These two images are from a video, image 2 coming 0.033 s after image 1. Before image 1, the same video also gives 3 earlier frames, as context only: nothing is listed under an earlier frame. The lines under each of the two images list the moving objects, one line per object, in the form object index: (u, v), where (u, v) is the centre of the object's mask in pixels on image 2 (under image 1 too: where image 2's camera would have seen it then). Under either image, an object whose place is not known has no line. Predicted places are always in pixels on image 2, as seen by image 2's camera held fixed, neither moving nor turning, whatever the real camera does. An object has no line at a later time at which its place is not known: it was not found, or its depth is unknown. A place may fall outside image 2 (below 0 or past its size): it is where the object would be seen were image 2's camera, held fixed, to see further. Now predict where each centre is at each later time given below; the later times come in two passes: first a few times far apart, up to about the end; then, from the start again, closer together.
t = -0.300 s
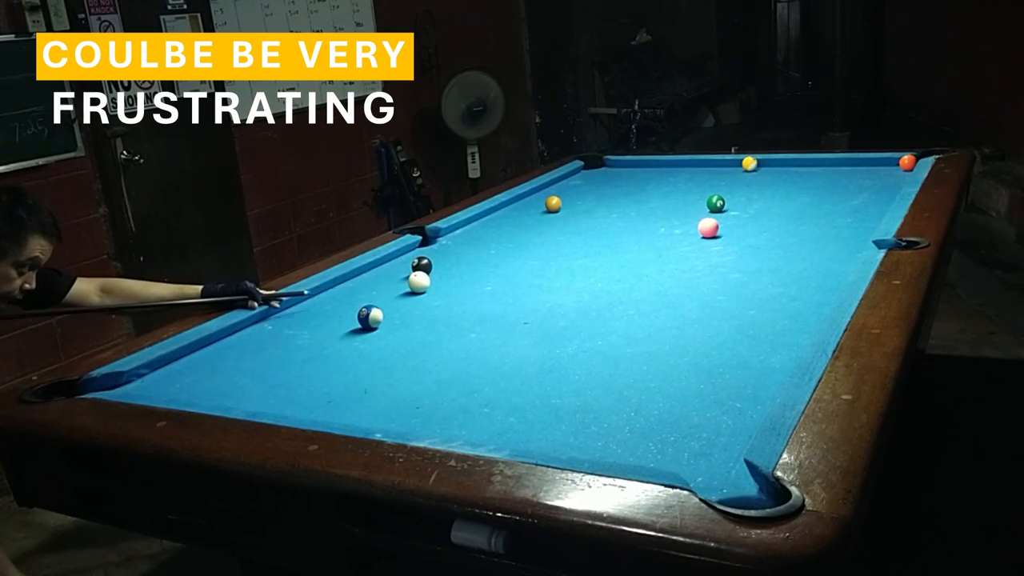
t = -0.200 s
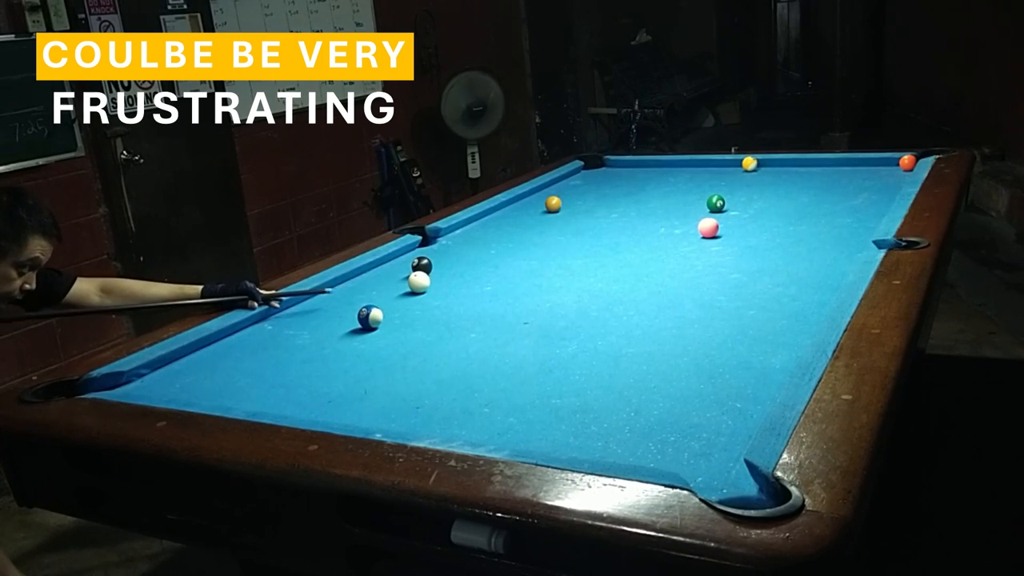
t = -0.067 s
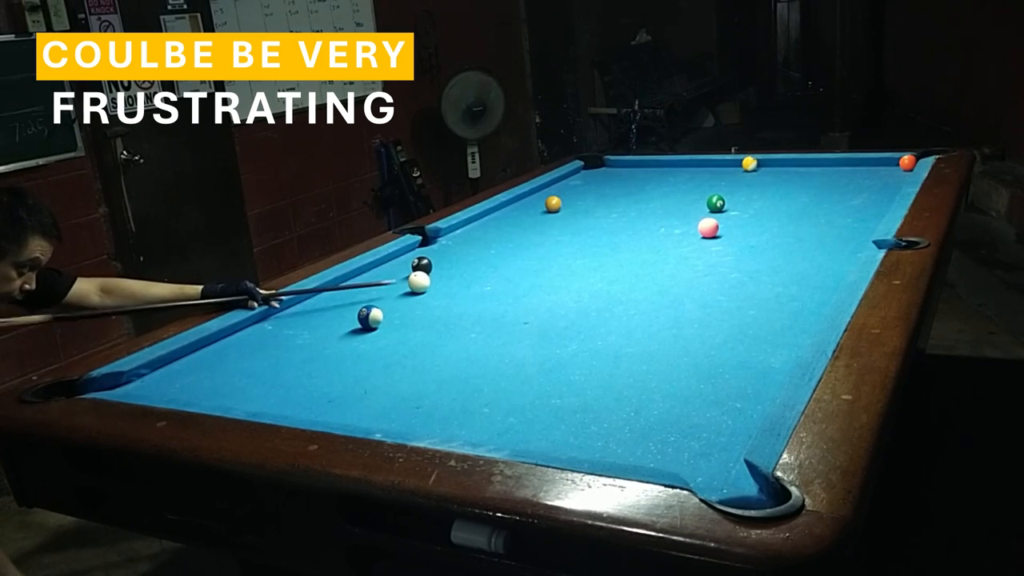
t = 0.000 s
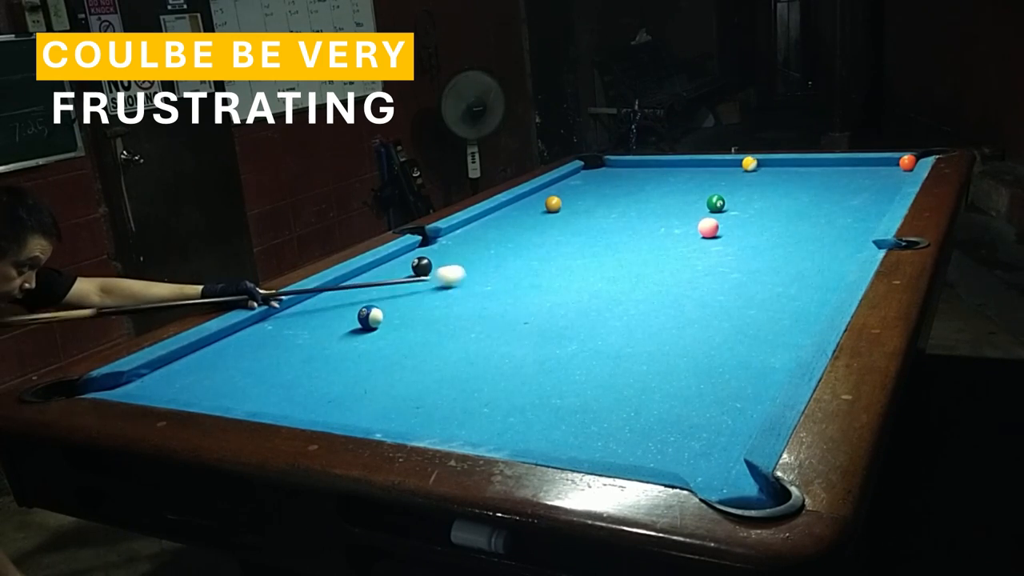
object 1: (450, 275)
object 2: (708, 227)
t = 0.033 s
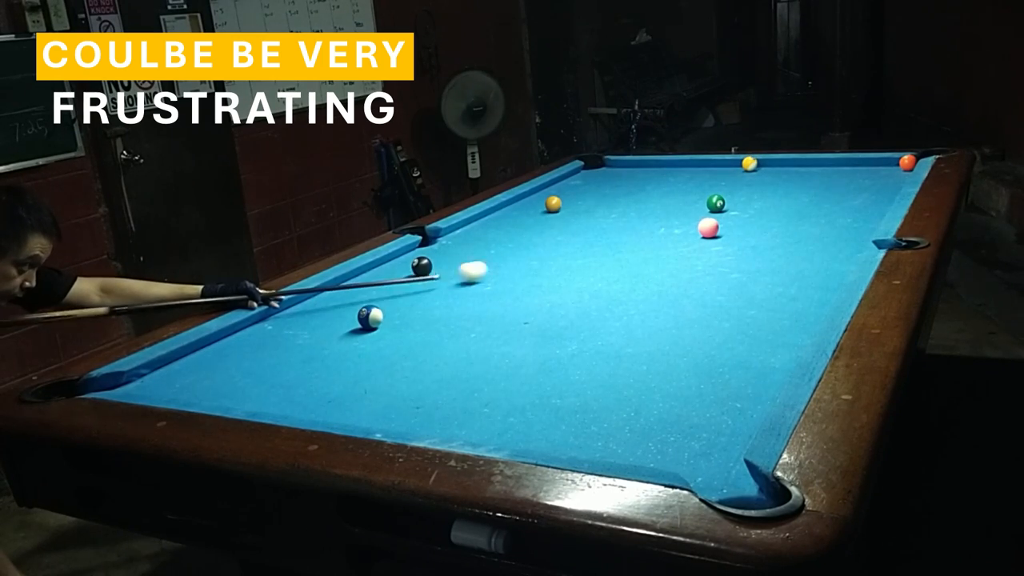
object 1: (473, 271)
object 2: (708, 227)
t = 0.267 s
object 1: (612, 246)
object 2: (708, 227)
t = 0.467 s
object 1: (702, 232)
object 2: (726, 222)
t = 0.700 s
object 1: (753, 231)
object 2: (785, 205)
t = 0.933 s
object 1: (808, 229)
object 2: (835, 190)
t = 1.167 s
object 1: (861, 227)
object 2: (880, 177)
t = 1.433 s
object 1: (842, 224)
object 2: (900, 166)
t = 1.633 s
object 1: (820, 223)
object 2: (881, 163)
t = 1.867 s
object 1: (796, 221)
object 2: (859, 161)
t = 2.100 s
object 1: (776, 219)
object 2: (836, 163)
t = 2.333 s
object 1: (758, 217)
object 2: (814, 165)
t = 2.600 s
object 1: (740, 216)
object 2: (791, 167)
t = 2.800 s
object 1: (729, 215)
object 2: (776, 168)
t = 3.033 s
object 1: (717, 214)
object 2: (760, 170)
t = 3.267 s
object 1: (707, 214)
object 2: (744, 171)
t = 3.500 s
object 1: (698, 213)
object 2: (731, 172)
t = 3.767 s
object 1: (691, 213)
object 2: (718, 173)
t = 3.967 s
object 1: (687, 212)
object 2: (711, 174)
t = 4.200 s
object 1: (683, 212)
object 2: (703, 175)
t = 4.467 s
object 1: (681, 212)
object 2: (695, 176)
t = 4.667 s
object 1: (680, 212)
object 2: (691, 176)
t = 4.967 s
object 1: (680, 212)
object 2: (687, 177)
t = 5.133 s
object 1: (680, 212)
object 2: (686, 177)
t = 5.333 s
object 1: (680, 212)
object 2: (686, 177)
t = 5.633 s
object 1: (680, 212)
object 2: (687, 177)
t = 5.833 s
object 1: (680, 212)
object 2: (687, 177)
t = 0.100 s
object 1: (514, 263)
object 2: (708, 227)
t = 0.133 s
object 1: (535, 259)
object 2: (708, 227)
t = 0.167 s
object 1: (554, 256)
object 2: (708, 227)
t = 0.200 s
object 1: (574, 252)
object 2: (708, 227)
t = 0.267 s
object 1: (612, 246)
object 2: (708, 227)
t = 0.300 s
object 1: (631, 242)
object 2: (708, 227)
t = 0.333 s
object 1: (649, 239)
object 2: (708, 227)
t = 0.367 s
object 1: (668, 235)
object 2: (708, 227)
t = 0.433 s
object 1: (696, 232)
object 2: (715, 225)
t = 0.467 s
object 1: (702, 232)
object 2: (726, 222)
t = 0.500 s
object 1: (708, 232)
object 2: (736, 219)
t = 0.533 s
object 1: (715, 232)
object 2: (746, 216)
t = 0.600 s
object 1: (730, 232)
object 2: (762, 211)
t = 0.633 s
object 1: (738, 231)
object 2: (770, 209)
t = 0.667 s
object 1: (745, 231)
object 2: (777, 207)
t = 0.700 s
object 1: (753, 231)
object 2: (785, 205)
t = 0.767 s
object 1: (769, 230)
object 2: (800, 200)
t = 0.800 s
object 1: (777, 230)
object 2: (807, 198)
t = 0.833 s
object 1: (785, 230)
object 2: (814, 196)
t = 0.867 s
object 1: (792, 229)
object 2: (821, 194)
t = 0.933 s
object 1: (808, 229)
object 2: (835, 190)
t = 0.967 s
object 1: (815, 228)
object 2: (842, 188)
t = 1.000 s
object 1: (823, 228)
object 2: (848, 187)
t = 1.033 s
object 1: (831, 228)
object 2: (855, 185)
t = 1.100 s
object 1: (846, 227)
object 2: (867, 181)
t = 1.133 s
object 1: (854, 227)
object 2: (874, 179)
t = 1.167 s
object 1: (861, 227)
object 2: (880, 177)
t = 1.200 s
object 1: (867, 226)
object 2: (886, 175)
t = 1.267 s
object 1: (861, 226)
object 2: (897, 172)
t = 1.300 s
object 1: (857, 225)
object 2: (902, 171)
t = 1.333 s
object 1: (853, 225)
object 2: (904, 169)
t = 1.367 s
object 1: (850, 225)
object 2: (902, 168)
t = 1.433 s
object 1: (842, 224)
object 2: (900, 166)
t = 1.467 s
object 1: (838, 224)
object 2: (897, 165)
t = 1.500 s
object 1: (834, 224)
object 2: (893, 164)
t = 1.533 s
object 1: (830, 223)
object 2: (890, 164)
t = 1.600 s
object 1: (823, 223)
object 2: (884, 163)
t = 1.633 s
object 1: (820, 223)
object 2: (881, 163)
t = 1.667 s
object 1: (816, 222)
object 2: (877, 162)
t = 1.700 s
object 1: (813, 222)
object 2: (874, 162)
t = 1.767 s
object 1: (806, 222)
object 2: (868, 161)
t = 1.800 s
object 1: (803, 221)
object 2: (866, 161)
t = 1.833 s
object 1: (800, 221)
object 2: (862, 161)
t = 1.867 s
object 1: (796, 221)
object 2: (859, 161)
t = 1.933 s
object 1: (791, 220)
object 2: (852, 161)
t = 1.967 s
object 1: (787, 220)
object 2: (849, 162)
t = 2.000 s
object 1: (785, 220)
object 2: (845, 162)
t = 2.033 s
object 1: (782, 219)
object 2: (842, 162)
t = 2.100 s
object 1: (776, 219)
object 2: (836, 163)
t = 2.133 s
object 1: (774, 219)
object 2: (833, 163)
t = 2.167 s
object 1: (771, 219)
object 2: (829, 163)
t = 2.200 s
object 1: (768, 218)
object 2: (826, 163)
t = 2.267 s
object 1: (763, 218)
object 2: (820, 164)
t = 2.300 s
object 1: (760, 218)
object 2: (817, 165)
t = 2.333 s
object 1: (758, 217)
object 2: (814, 165)
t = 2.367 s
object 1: (756, 217)
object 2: (811, 165)
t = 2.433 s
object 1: (751, 217)
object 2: (805, 165)
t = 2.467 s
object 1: (749, 217)
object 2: (802, 166)
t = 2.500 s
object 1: (747, 217)
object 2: (799, 166)
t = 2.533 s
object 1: (744, 216)
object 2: (796, 166)
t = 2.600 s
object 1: (740, 216)
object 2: (791, 167)
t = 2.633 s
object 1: (739, 216)
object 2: (789, 167)
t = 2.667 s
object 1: (736, 216)
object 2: (786, 167)
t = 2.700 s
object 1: (734, 215)
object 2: (783, 167)
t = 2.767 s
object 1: (731, 215)
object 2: (778, 168)
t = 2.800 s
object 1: (729, 215)
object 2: (776, 168)
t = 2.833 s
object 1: (727, 215)
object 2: (773, 168)
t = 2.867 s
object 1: (726, 215)
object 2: (771, 169)
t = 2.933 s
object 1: (722, 215)
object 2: (766, 169)
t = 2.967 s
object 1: (720, 215)
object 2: (764, 169)
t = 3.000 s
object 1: (719, 214)
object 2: (762, 169)
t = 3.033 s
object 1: (717, 214)
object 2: (760, 170)
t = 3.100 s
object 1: (714, 214)
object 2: (755, 170)
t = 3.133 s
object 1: (713, 214)
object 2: (753, 170)
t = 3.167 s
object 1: (711, 214)
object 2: (751, 170)
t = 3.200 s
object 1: (710, 214)
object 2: (749, 171)
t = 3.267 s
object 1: (707, 214)
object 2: (744, 171)
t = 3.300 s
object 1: (706, 213)
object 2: (742, 171)
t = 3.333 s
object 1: (704, 213)
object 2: (740, 172)
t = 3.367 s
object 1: (703, 213)
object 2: (738, 171)
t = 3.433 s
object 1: (701, 213)
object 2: (735, 172)
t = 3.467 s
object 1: (700, 213)
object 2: (733, 172)
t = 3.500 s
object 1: (698, 213)
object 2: (731, 172)
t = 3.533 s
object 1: (698, 213)
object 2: (730, 172)
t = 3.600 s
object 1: (695, 213)
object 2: (726, 172)
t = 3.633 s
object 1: (695, 213)
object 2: (725, 173)
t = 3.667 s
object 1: (694, 213)
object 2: (723, 173)
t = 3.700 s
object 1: (693, 213)
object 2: (721, 173)
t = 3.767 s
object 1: (691, 213)
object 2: (718, 173)
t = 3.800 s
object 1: (690, 212)
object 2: (717, 173)
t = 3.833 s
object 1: (690, 213)
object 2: (715, 174)
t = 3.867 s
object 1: (689, 212)
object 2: (714, 173)
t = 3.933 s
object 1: (687, 212)
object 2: (712, 174)
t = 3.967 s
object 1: (687, 212)
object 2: (711, 174)
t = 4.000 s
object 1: (686, 212)
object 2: (709, 174)
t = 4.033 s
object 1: (685, 212)
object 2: (708, 174)
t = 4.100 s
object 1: (684, 212)
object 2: (706, 175)
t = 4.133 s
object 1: (684, 212)
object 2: (705, 175)
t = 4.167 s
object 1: (683, 212)
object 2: (703, 175)
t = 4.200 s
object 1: (683, 212)
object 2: (703, 175)
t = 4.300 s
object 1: (682, 212)
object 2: (700, 175)
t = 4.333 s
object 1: (682, 212)
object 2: (699, 175)
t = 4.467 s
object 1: (681, 212)
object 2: (695, 176)
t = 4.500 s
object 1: (681, 212)
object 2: (695, 176)
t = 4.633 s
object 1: (680, 212)
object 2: (692, 176)
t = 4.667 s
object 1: (680, 212)
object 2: (691, 176)
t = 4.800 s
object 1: (680, 212)
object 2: (689, 177)
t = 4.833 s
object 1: (680, 212)
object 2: (688, 177)
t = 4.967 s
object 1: (680, 212)
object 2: (687, 177)
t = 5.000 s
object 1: (680, 212)
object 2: (687, 177)
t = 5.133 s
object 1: (680, 212)
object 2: (686, 177)
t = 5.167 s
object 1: (680, 212)
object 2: (686, 177)
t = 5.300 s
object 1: (680, 212)
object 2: (686, 177)
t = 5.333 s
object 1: (680, 212)
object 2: (686, 177)
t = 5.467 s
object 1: (680, 211)
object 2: (687, 176)
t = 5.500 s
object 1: (680, 212)
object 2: (687, 176)
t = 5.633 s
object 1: (680, 212)
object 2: (687, 177)
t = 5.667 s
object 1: (680, 212)
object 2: (686, 177)
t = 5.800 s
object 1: (680, 212)
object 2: (687, 177)
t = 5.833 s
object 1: (680, 212)
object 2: (687, 177)
